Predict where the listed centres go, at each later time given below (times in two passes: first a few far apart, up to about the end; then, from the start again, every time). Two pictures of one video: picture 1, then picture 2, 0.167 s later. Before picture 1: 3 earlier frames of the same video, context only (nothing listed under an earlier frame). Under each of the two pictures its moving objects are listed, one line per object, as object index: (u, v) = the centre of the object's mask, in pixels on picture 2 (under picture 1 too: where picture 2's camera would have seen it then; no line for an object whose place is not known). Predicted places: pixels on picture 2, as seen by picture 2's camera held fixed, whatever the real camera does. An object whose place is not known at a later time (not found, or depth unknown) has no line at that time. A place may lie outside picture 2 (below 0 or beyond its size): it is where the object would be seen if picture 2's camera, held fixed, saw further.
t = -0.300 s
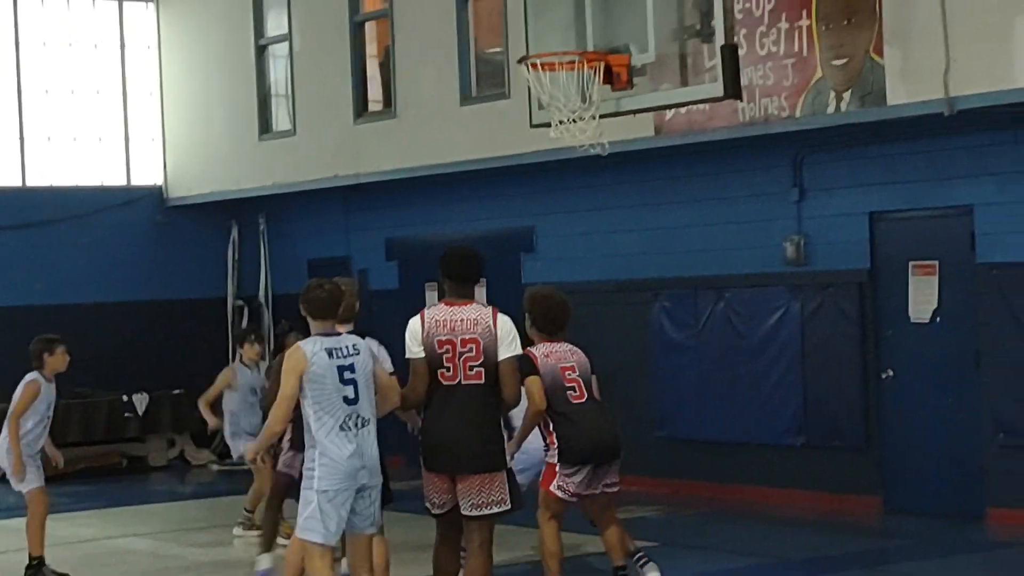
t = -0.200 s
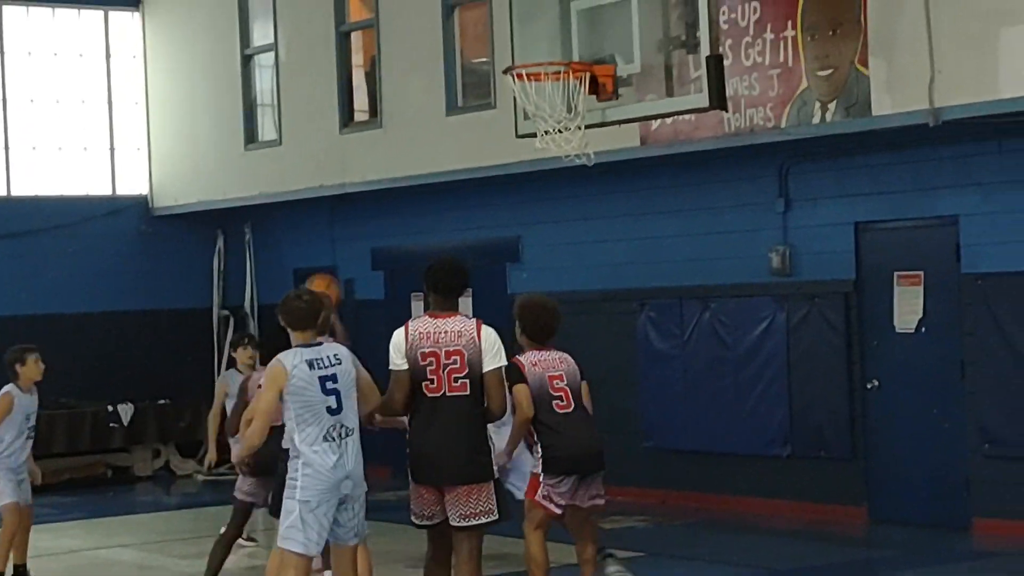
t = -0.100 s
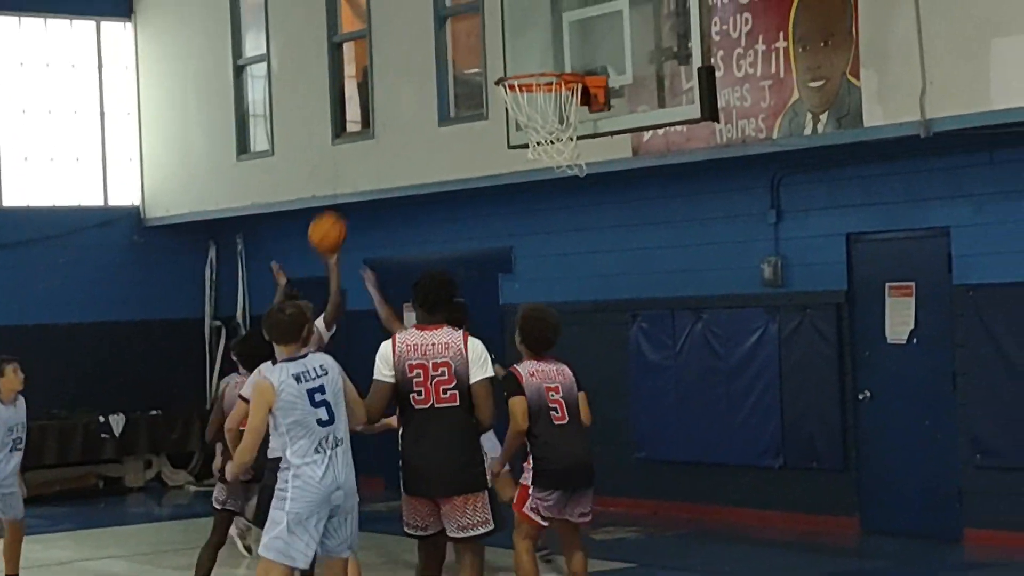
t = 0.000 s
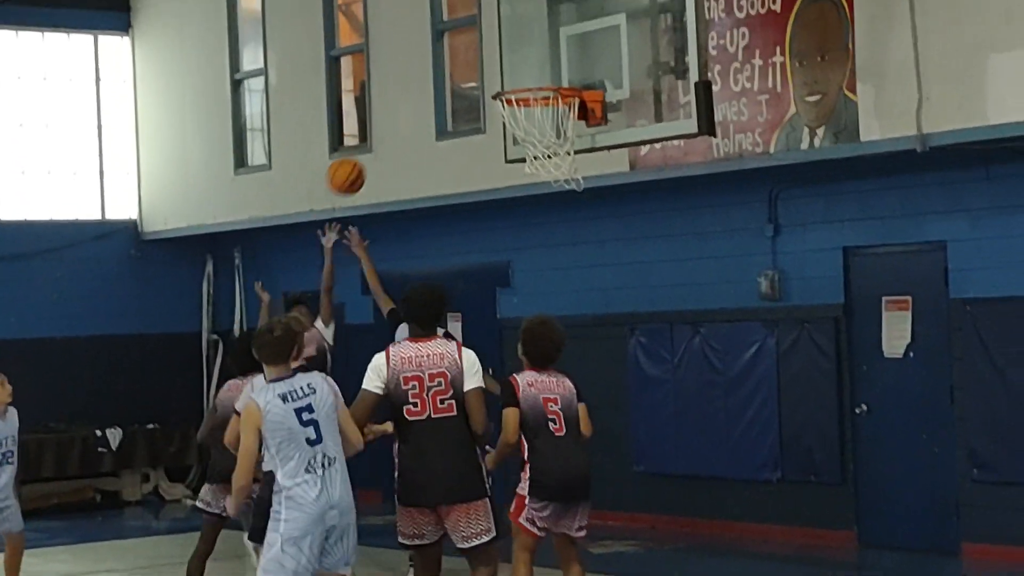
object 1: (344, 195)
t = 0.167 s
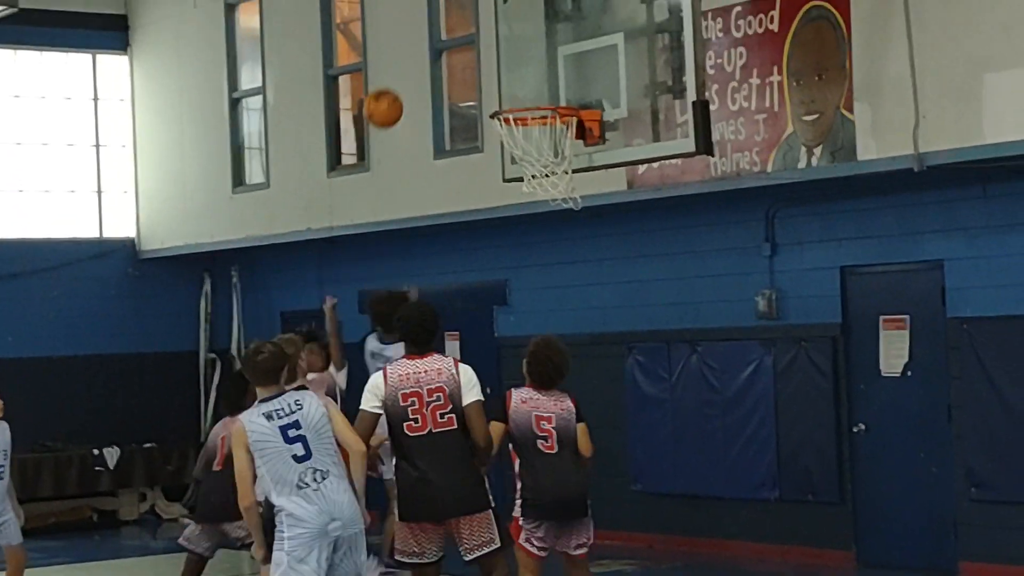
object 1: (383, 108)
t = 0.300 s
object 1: (417, 68)
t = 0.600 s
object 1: (505, 83)
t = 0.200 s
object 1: (392, 96)
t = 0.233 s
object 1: (400, 85)
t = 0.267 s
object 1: (409, 76)
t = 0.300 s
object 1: (417, 68)
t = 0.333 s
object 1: (426, 63)
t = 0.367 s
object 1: (436, 59)
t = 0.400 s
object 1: (445, 56)
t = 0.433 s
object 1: (454, 56)
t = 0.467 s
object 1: (464, 57)
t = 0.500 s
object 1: (473, 61)
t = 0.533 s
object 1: (484, 66)
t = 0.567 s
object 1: (494, 74)
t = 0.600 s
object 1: (505, 83)
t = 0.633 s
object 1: (515, 92)
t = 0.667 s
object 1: (526, 108)
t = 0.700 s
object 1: (536, 123)
